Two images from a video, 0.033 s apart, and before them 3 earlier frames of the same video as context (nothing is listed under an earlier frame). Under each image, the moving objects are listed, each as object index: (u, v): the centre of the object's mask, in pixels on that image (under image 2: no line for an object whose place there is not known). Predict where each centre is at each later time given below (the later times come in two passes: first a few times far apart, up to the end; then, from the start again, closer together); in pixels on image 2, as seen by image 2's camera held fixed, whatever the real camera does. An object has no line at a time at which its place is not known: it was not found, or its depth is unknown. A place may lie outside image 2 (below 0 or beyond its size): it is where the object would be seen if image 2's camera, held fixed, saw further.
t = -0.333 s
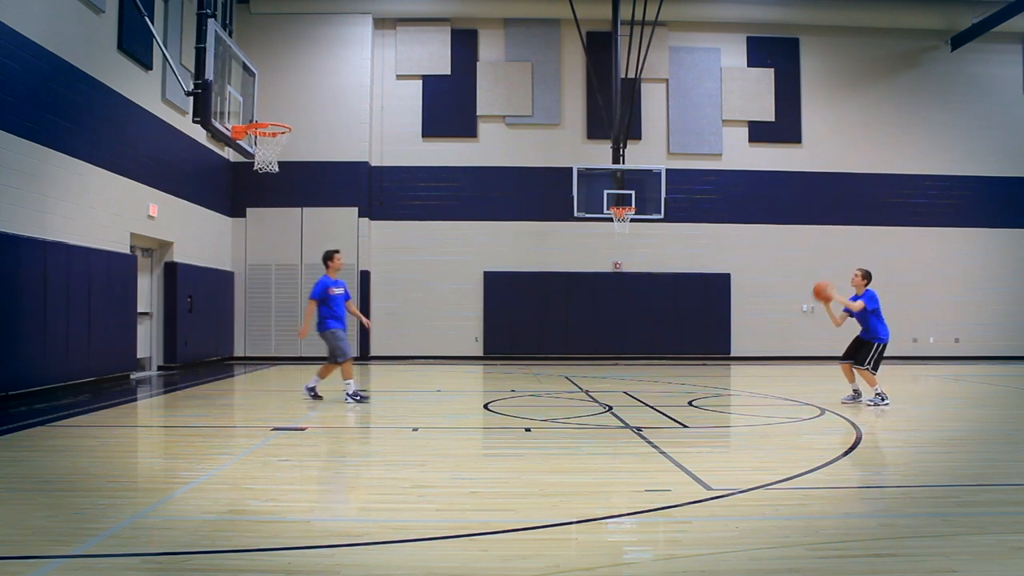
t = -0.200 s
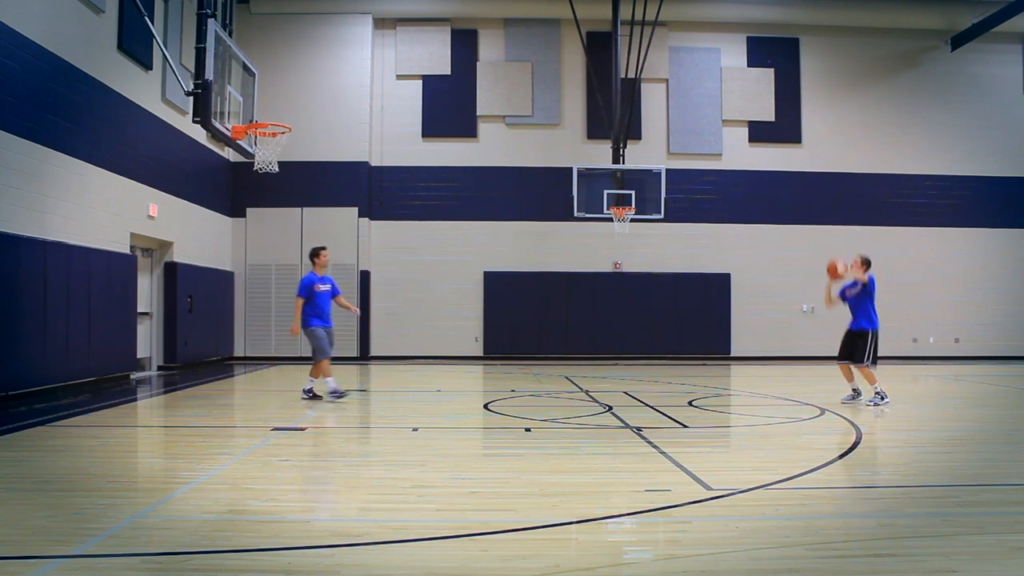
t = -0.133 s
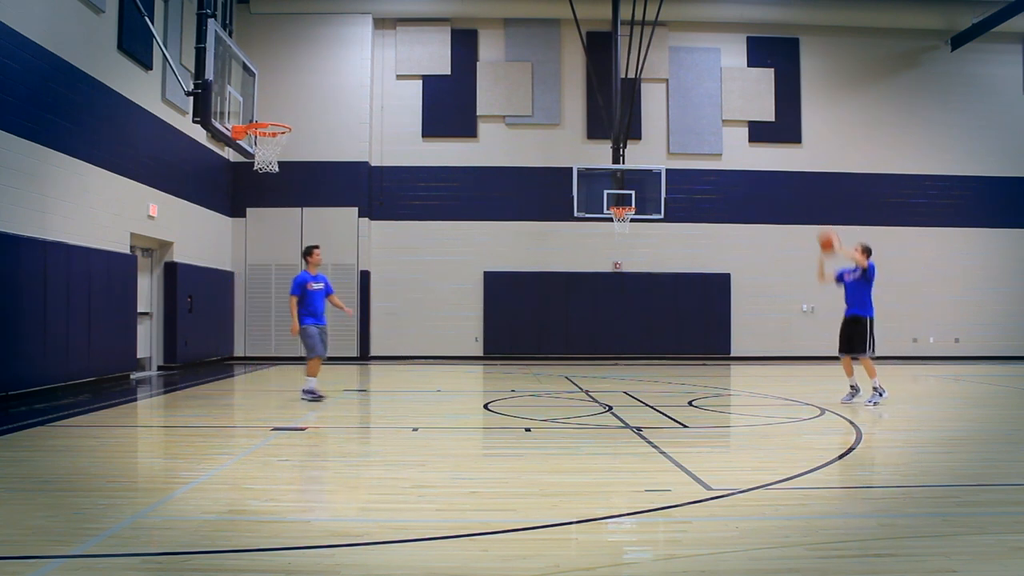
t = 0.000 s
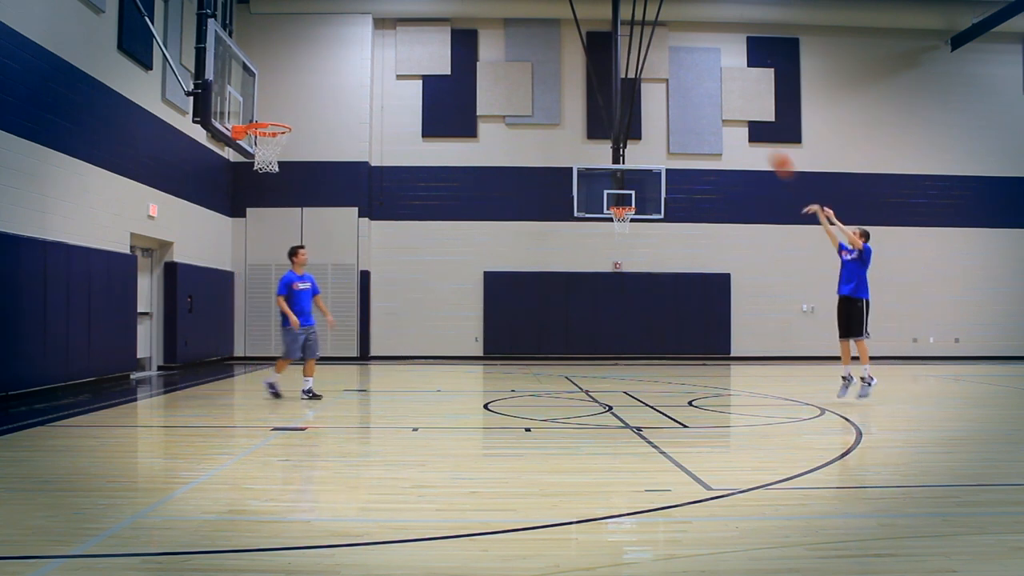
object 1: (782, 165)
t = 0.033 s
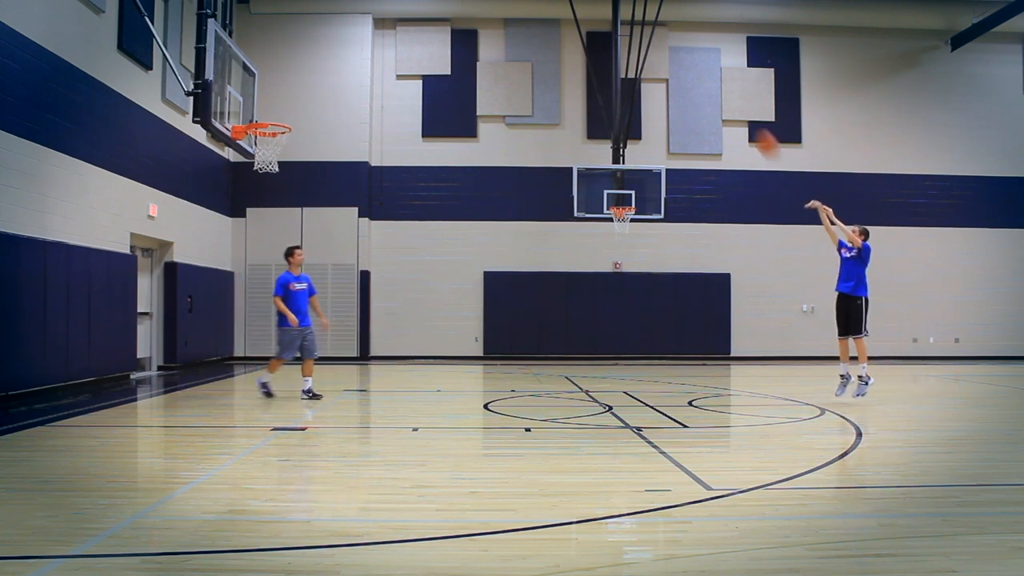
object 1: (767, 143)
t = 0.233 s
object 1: (681, 56)
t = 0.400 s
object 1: (611, 9)
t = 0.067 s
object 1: (755, 131)
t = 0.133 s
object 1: (723, 96)
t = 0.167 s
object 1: (709, 82)
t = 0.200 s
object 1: (695, 68)
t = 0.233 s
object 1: (681, 56)
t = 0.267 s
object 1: (668, 45)
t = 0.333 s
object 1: (639, 24)
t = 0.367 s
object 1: (624, 15)
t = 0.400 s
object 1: (611, 9)
